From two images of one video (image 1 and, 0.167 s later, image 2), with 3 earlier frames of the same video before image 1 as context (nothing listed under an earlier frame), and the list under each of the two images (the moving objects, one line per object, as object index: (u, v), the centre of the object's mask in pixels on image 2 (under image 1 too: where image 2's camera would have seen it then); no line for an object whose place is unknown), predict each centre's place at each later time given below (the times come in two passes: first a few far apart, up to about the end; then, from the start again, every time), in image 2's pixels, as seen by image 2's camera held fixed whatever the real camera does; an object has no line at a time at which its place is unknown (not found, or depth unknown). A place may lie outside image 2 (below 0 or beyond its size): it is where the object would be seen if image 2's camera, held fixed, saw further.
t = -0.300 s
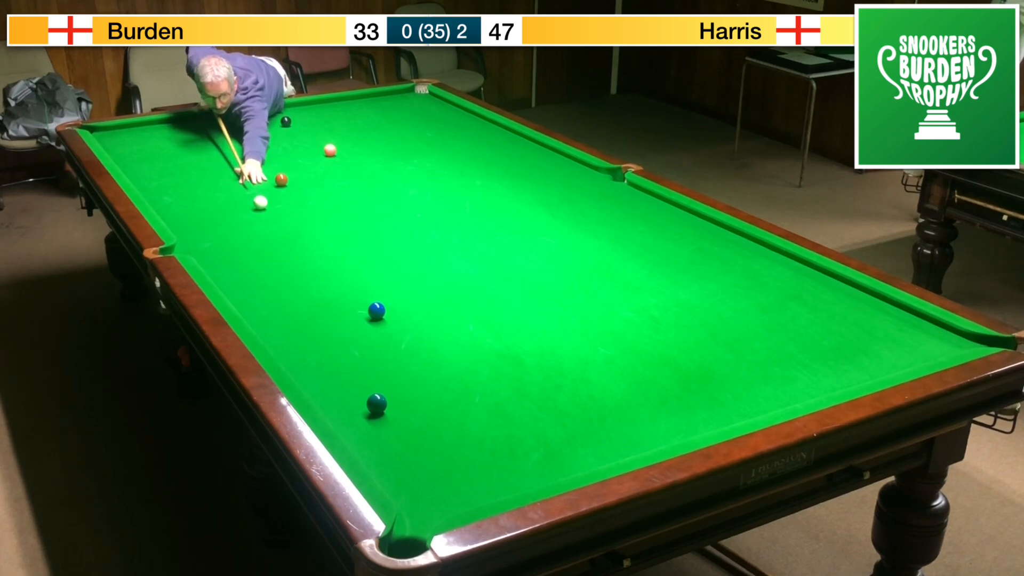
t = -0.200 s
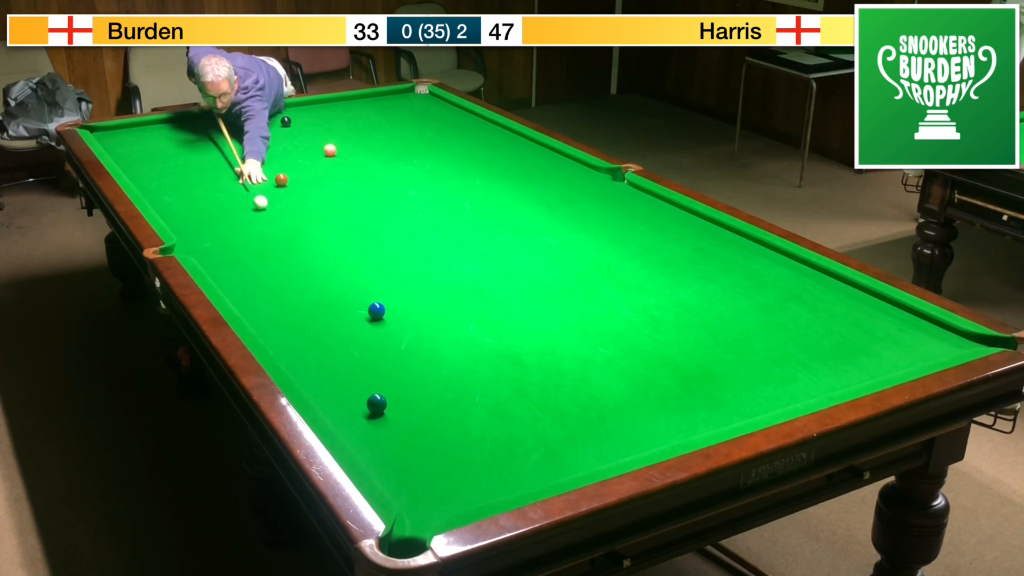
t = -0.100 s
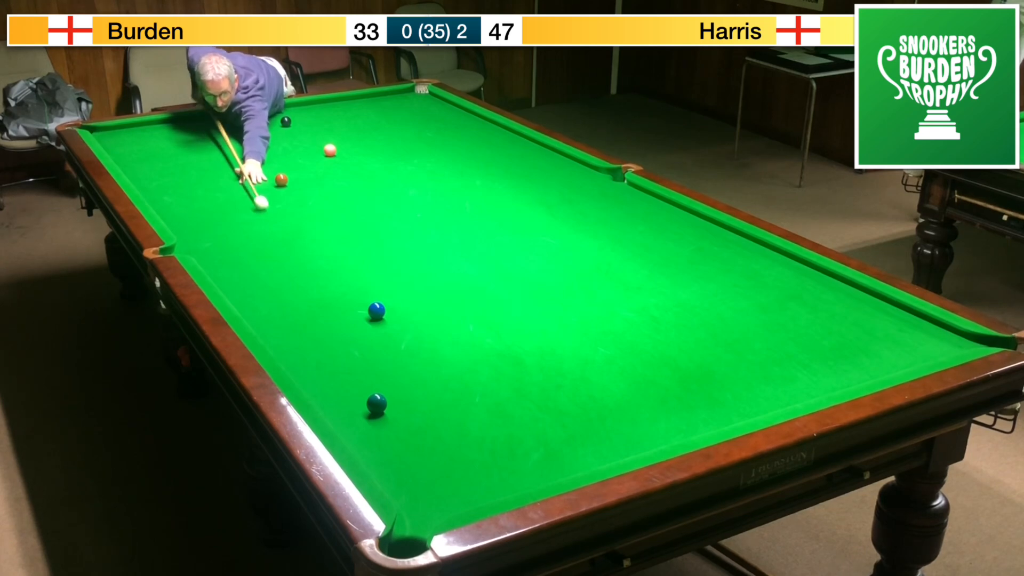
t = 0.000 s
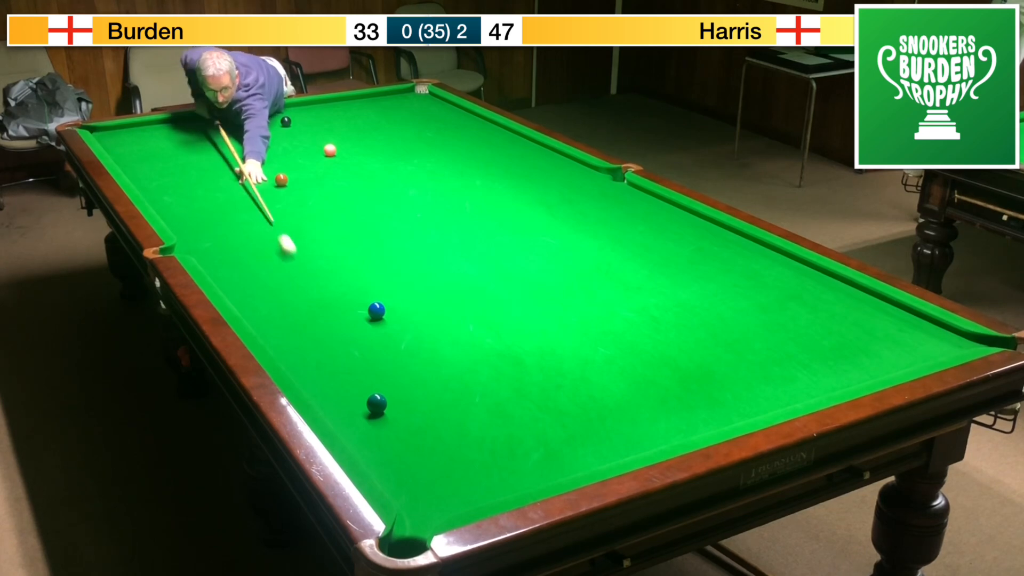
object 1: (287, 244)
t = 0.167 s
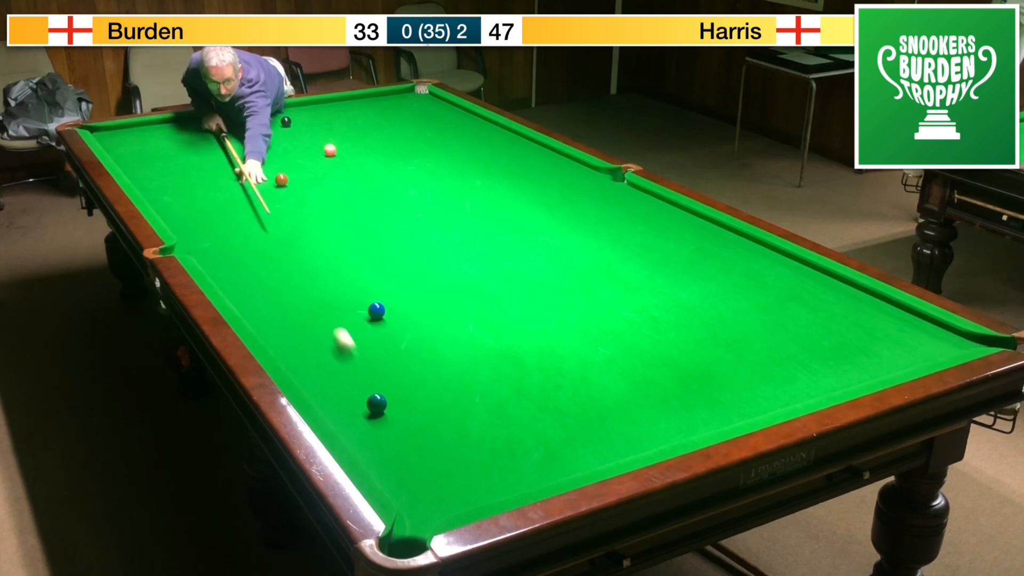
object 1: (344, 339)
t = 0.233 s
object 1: (371, 385)
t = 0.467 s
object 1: (422, 408)
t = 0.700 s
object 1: (482, 445)
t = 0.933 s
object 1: (535, 476)
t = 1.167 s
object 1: (511, 441)
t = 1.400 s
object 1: (490, 412)
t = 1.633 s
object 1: (472, 387)
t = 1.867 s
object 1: (456, 365)
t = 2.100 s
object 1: (442, 346)
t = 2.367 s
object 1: (428, 326)
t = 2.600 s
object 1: (417, 312)
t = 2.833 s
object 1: (408, 299)
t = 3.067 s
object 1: (399, 287)
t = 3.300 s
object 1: (392, 276)
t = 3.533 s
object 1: (385, 267)
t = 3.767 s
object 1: (379, 259)
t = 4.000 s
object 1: (373, 251)
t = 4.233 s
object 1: (369, 244)
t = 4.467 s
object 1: (365, 239)
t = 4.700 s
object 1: (361, 234)
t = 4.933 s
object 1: (358, 229)
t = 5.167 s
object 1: (355, 225)
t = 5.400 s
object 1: (353, 222)
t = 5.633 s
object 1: (351, 219)
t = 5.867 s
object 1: (349, 217)
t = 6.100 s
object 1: (347, 216)
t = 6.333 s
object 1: (346, 215)
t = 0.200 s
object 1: (358, 362)
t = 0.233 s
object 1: (371, 385)
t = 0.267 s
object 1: (380, 393)
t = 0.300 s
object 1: (386, 395)
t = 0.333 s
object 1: (393, 396)
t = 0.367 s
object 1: (400, 398)
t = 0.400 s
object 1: (407, 401)
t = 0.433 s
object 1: (415, 404)
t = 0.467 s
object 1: (422, 408)
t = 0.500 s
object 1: (430, 412)
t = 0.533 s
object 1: (438, 416)
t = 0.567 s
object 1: (447, 422)
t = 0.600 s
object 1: (455, 427)
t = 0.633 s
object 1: (464, 433)
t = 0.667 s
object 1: (473, 439)
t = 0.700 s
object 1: (482, 445)
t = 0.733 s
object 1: (491, 451)
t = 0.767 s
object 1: (500, 456)
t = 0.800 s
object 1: (509, 462)
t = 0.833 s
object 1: (518, 469)
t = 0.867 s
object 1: (528, 475)
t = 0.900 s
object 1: (537, 478)
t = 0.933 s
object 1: (535, 476)
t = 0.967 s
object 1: (531, 471)
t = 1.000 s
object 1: (527, 465)
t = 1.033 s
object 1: (524, 460)
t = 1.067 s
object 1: (520, 455)
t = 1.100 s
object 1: (517, 451)
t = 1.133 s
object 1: (514, 446)
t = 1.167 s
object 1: (511, 441)
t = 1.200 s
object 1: (507, 437)
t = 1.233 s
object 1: (505, 433)
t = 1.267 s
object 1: (502, 428)
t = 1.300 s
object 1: (499, 424)
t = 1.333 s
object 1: (496, 420)
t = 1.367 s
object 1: (493, 416)
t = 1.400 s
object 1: (490, 412)
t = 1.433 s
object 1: (488, 408)
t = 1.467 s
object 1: (485, 404)
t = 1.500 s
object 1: (482, 401)
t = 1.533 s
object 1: (480, 397)
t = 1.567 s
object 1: (477, 394)
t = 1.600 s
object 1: (475, 390)
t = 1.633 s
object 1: (472, 387)
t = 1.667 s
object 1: (470, 384)
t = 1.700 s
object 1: (468, 380)
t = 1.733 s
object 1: (465, 377)
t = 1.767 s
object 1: (463, 374)
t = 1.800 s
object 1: (461, 371)
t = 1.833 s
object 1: (459, 368)
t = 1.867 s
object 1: (456, 365)
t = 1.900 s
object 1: (454, 362)
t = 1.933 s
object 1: (452, 359)
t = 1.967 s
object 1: (450, 356)
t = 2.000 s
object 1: (448, 354)
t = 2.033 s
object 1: (446, 351)
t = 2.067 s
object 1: (444, 348)
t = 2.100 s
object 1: (442, 346)
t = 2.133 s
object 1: (440, 343)
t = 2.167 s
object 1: (438, 341)
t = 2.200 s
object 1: (437, 338)
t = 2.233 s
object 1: (435, 336)
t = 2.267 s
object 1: (433, 333)
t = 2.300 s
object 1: (431, 331)
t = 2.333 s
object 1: (430, 329)
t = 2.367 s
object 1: (428, 326)
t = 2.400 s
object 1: (427, 324)
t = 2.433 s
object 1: (425, 322)
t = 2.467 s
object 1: (423, 320)
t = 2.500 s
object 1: (422, 318)
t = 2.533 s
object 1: (420, 316)
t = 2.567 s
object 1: (419, 314)
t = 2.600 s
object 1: (417, 312)
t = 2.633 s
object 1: (416, 310)
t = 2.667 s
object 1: (415, 308)
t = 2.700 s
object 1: (413, 306)
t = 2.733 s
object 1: (411, 304)
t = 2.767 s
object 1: (410, 302)
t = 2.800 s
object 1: (409, 300)
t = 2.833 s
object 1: (408, 299)
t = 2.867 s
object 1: (406, 297)
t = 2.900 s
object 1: (405, 295)
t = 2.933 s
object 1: (404, 293)
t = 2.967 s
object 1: (403, 292)
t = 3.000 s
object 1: (401, 290)
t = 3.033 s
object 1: (400, 288)
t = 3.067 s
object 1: (399, 287)
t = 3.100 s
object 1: (398, 285)
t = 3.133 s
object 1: (397, 284)
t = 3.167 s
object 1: (396, 282)
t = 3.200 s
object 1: (395, 281)
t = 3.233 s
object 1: (394, 279)
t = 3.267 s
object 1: (393, 278)
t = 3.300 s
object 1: (392, 276)
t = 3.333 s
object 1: (391, 275)
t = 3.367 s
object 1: (390, 273)
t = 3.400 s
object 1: (389, 272)
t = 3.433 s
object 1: (388, 271)
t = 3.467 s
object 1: (387, 269)
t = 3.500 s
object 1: (386, 268)
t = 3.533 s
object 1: (385, 267)
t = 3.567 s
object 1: (384, 266)
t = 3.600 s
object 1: (383, 264)
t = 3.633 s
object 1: (382, 263)
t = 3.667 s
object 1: (381, 262)
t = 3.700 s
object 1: (380, 261)
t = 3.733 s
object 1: (380, 260)
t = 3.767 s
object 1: (379, 259)
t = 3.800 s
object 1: (378, 257)
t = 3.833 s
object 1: (377, 256)
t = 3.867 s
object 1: (377, 256)
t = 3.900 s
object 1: (376, 254)
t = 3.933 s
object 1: (375, 253)
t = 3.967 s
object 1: (374, 252)
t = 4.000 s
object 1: (373, 251)
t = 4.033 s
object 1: (373, 250)
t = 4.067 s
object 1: (372, 249)
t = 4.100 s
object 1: (371, 248)
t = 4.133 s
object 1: (371, 247)
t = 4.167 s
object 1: (370, 246)
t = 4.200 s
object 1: (369, 245)
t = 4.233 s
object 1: (369, 244)
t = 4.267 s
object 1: (368, 244)
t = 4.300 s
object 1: (368, 243)
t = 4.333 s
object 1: (367, 242)
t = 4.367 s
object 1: (367, 241)
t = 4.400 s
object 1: (366, 240)
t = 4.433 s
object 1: (365, 240)
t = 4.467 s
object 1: (365, 239)
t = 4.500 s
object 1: (364, 238)
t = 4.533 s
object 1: (364, 237)
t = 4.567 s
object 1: (363, 236)
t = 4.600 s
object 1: (363, 235)
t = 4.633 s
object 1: (362, 235)
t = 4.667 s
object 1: (362, 234)
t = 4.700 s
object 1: (361, 234)
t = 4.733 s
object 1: (361, 233)
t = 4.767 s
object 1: (360, 232)
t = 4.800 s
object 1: (360, 231)
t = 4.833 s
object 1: (359, 231)
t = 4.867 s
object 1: (359, 230)
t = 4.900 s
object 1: (359, 230)
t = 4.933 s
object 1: (358, 229)
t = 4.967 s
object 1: (358, 228)
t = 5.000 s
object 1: (357, 228)
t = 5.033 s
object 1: (357, 227)
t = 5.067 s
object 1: (357, 227)
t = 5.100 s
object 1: (356, 226)
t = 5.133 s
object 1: (356, 226)
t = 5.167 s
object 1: (355, 225)
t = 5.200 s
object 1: (355, 225)
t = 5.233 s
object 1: (355, 224)
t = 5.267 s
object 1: (354, 224)
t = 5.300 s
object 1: (354, 223)
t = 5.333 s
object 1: (354, 223)
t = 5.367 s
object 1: (353, 222)
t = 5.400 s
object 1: (353, 222)
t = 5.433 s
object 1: (353, 221)
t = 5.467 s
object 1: (352, 221)
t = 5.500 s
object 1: (352, 221)
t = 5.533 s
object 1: (352, 220)
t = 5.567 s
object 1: (351, 220)
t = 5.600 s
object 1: (351, 220)
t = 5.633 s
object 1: (351, 219)
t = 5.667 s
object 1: (350, 219)
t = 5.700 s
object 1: (350, 219)
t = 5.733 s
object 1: (350, 218)
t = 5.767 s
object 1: (350, 218)
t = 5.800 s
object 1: (349, 218)
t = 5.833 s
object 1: (349, 217)
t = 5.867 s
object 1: (349, 217)
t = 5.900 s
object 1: (349, 217)
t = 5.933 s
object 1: (349, 216)
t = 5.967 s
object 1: (348, 216)
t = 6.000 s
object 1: (348, 216)
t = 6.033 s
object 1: (348, 216)
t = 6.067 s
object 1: (348, 216)
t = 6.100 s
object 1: (347, 216)
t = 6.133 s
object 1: (347, 215)
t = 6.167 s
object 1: (347, 215)
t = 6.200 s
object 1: (347, 215)
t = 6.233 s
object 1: (346, 215)
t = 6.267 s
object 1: (346, 215)
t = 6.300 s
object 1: (346, 215)
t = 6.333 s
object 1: (346, 215)
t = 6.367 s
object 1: (345, 215)
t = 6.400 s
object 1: (345, 215)
